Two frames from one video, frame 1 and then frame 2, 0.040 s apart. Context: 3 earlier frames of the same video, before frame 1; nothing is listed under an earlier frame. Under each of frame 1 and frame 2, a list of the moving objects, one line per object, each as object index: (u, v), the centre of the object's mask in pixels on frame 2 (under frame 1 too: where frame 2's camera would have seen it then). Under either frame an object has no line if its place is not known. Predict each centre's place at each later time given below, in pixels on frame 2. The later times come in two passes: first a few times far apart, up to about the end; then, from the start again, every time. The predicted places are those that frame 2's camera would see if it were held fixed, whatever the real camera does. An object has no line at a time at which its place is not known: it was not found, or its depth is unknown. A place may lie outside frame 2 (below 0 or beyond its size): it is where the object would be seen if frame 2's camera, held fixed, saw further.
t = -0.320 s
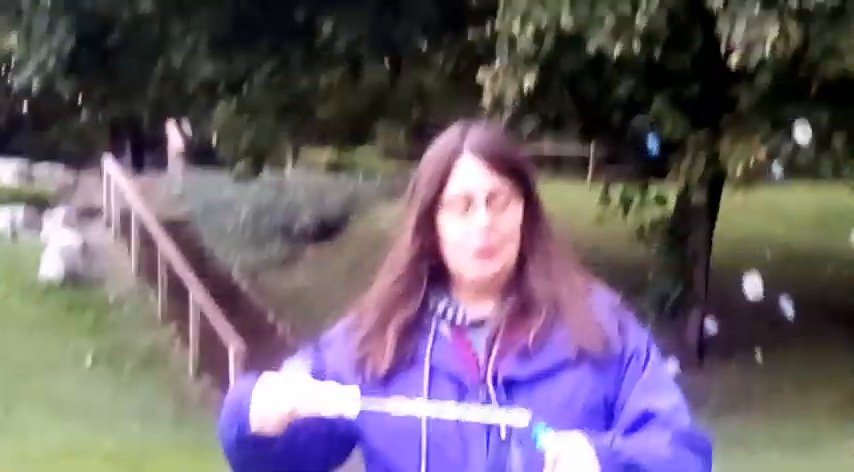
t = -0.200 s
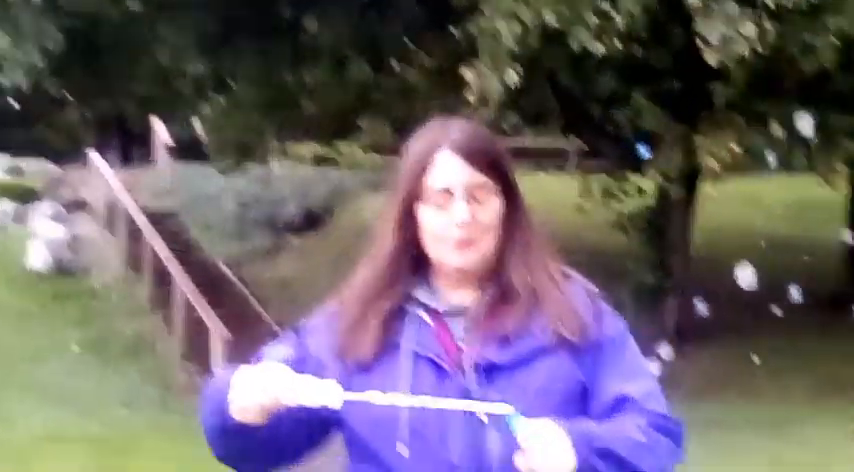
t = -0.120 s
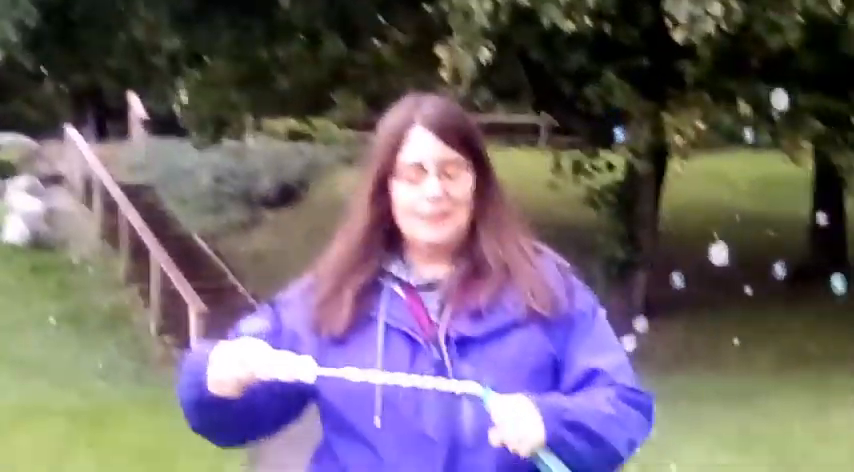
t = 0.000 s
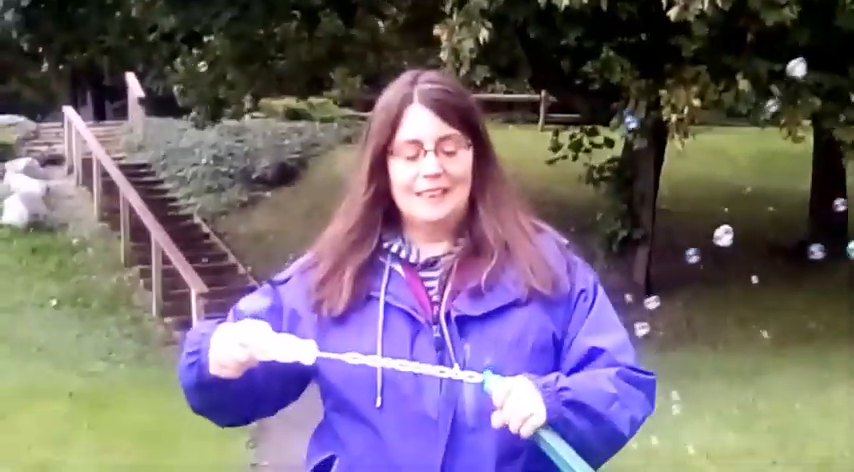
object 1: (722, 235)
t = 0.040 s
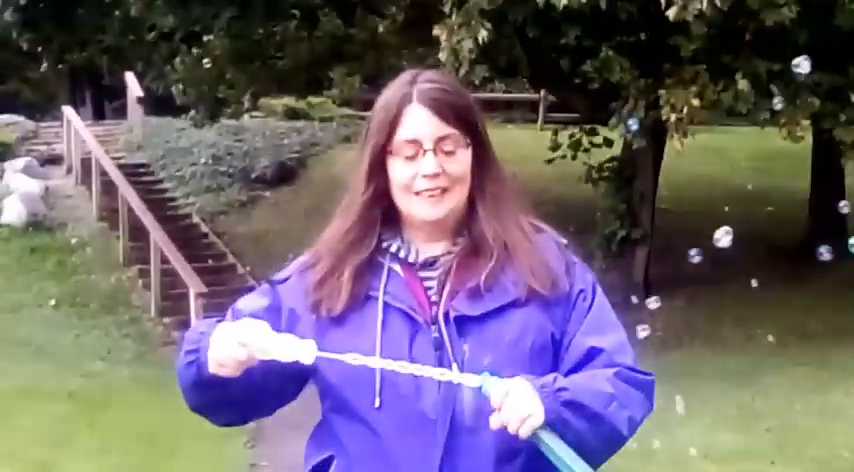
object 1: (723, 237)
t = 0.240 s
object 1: (728, 252)
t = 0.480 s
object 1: (737, 261)
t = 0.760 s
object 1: (737, 275)
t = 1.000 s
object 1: (730, 283)
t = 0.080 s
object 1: (724, 239)
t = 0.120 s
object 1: (725, 241)
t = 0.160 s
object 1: (726, 243)
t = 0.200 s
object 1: (729, 247)
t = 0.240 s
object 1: (728, 252)
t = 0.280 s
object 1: (730, 253)
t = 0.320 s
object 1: (732, 254)
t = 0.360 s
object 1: (733, 255)
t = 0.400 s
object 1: (736, 258)
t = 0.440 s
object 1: (736, 260)
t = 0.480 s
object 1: (737, 261)
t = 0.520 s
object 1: (737, 264)
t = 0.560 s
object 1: (738, 266)
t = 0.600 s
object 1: (738, 268)
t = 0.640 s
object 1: (739, 271)
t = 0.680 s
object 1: (738, 273)
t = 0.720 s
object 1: (738, 274)
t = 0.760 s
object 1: (737, 275)
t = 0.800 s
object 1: (736, 277)
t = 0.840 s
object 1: (733, 278)
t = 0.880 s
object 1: (732, 278)
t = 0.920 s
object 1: (730, 279)
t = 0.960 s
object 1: (730, 281)
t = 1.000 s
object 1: (730, 283)
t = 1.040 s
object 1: (730, 283)
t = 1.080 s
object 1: (730, 287)
